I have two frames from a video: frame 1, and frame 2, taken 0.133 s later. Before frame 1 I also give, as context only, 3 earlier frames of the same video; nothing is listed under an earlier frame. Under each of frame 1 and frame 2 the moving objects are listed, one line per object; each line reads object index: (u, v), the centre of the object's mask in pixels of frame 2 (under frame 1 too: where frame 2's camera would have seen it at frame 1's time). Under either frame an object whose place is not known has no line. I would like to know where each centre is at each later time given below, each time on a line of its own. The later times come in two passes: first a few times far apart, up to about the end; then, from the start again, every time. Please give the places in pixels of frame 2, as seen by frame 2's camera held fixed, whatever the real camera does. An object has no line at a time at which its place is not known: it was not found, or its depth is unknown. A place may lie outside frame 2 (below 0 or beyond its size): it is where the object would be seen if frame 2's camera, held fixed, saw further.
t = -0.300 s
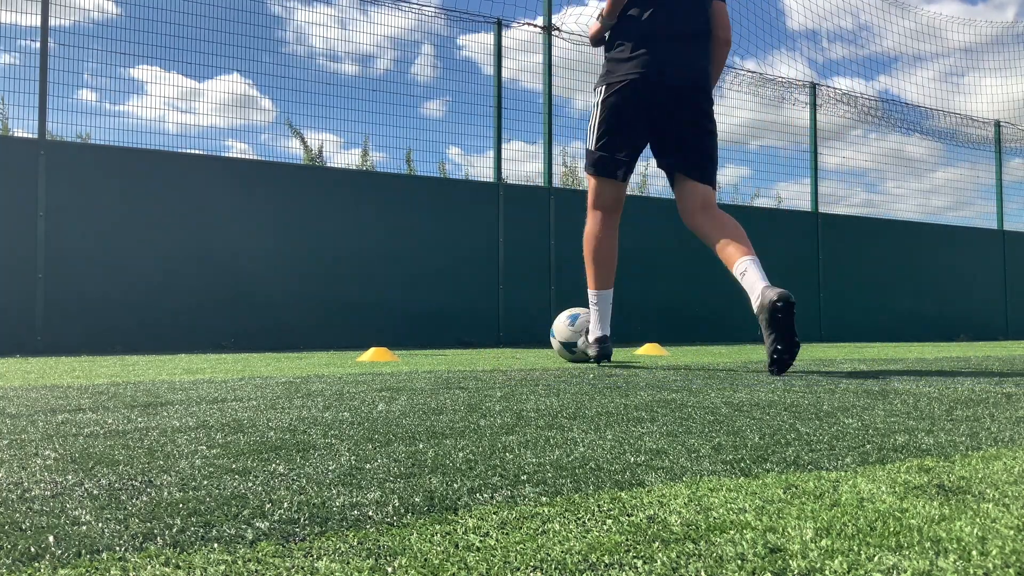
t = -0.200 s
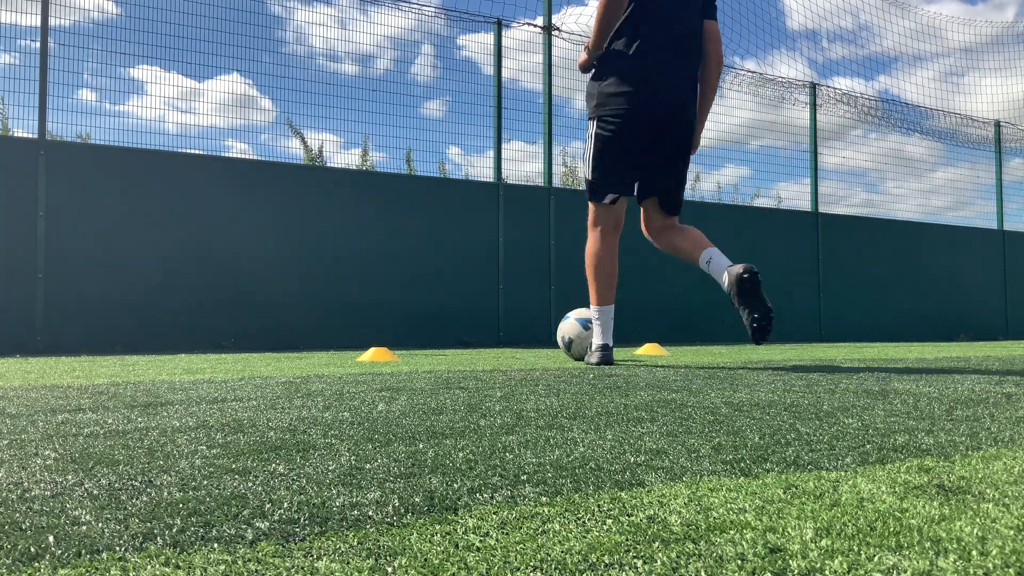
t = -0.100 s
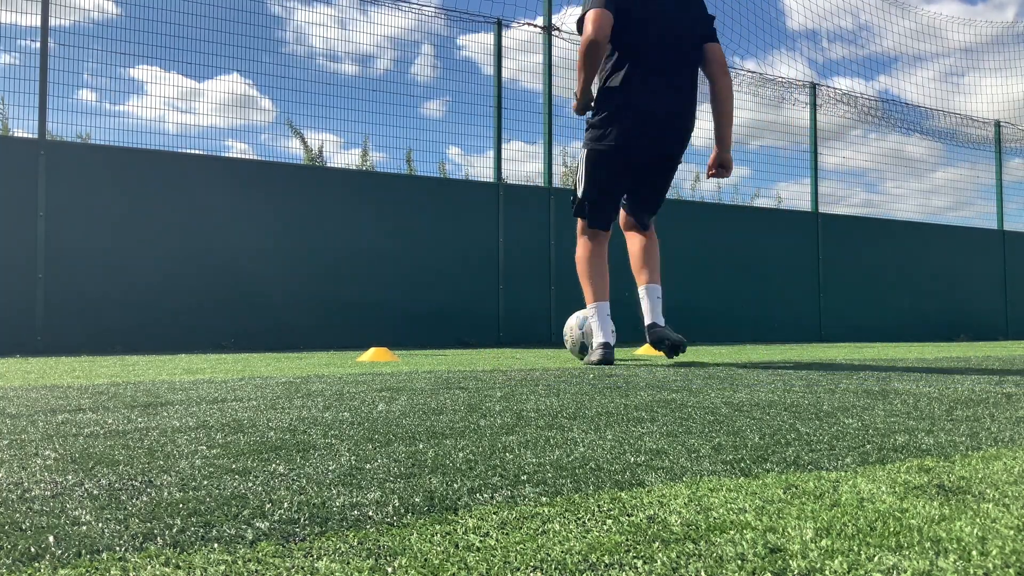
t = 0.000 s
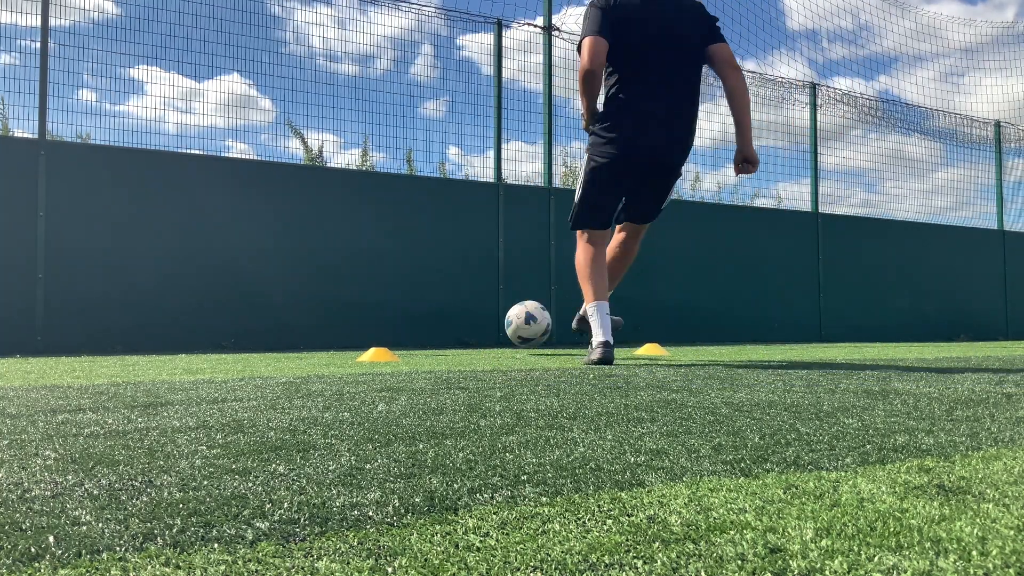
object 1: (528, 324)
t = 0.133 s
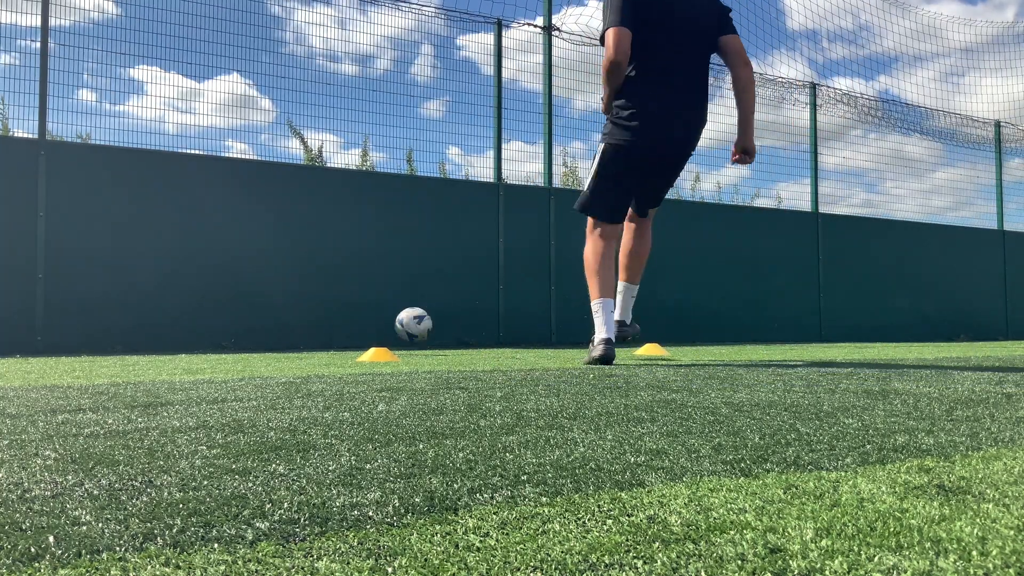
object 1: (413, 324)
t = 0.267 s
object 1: (375, 320)
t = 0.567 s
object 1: (501, 325)
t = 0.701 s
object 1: (567, 328)
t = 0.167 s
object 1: (391, 329)
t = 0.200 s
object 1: (372, 330)
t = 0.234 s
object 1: (364, 326)
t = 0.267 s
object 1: (375, 320)
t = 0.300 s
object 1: (386, 317)
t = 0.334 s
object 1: (398, 314)
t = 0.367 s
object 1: (411, 313)
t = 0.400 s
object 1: (425, 314)
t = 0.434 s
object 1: (439, 317)
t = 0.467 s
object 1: (455, 323)
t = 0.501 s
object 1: (472, 330)
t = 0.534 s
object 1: (487, 330)
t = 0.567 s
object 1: (501, 325)
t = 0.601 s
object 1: (516, 322)
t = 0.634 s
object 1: (532, 322)
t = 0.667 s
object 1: (549, 323)
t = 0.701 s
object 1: (567, 328)
